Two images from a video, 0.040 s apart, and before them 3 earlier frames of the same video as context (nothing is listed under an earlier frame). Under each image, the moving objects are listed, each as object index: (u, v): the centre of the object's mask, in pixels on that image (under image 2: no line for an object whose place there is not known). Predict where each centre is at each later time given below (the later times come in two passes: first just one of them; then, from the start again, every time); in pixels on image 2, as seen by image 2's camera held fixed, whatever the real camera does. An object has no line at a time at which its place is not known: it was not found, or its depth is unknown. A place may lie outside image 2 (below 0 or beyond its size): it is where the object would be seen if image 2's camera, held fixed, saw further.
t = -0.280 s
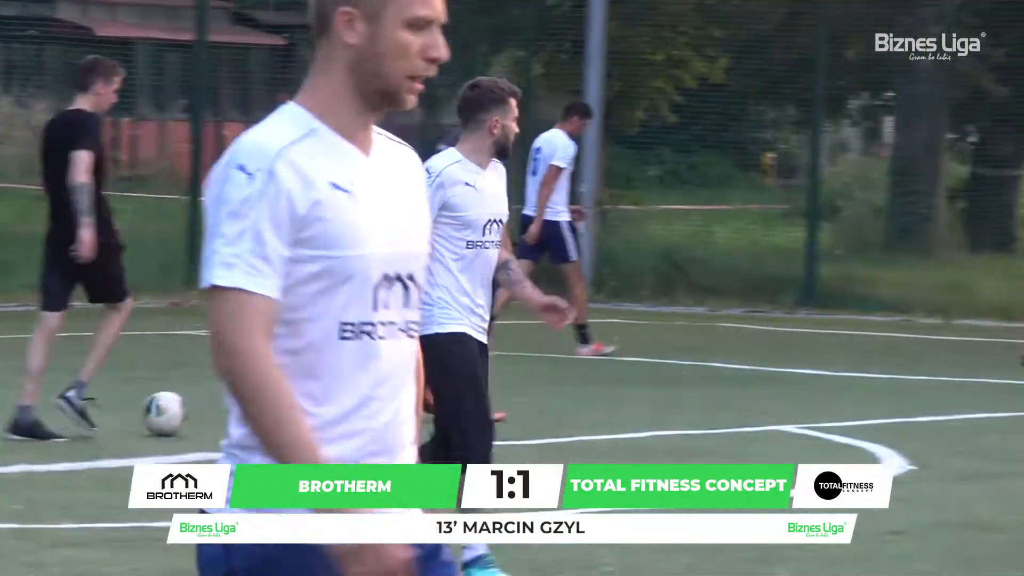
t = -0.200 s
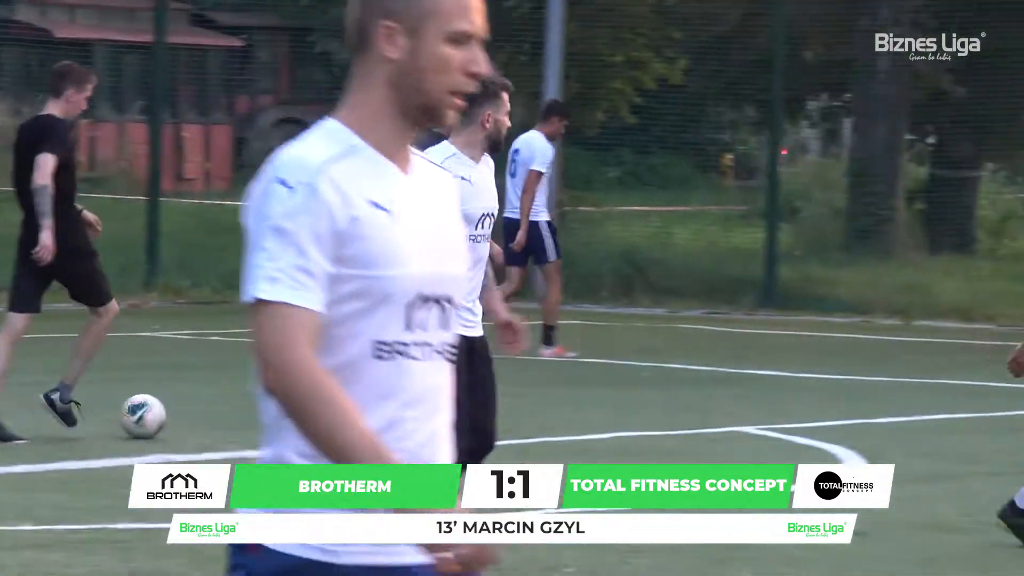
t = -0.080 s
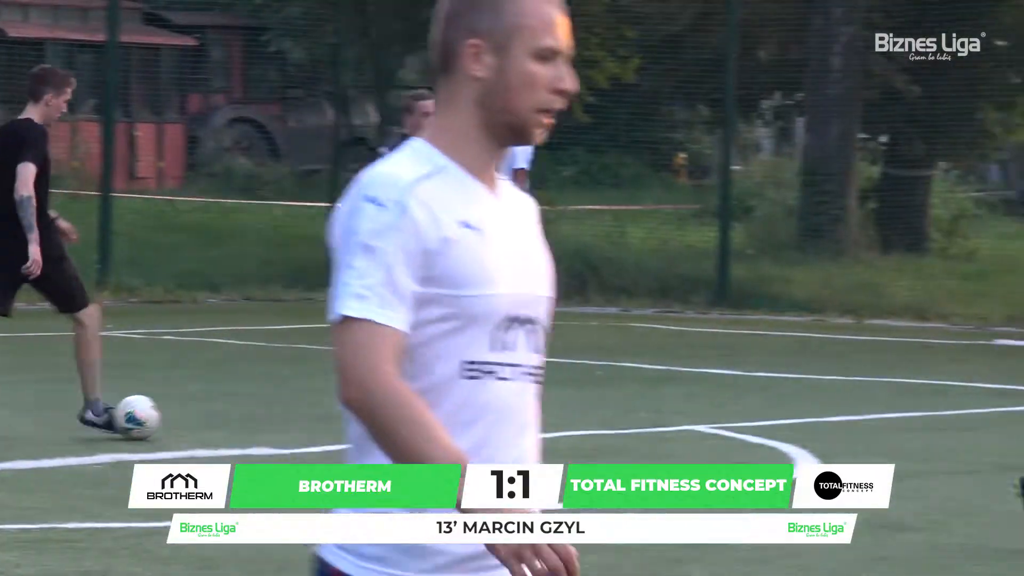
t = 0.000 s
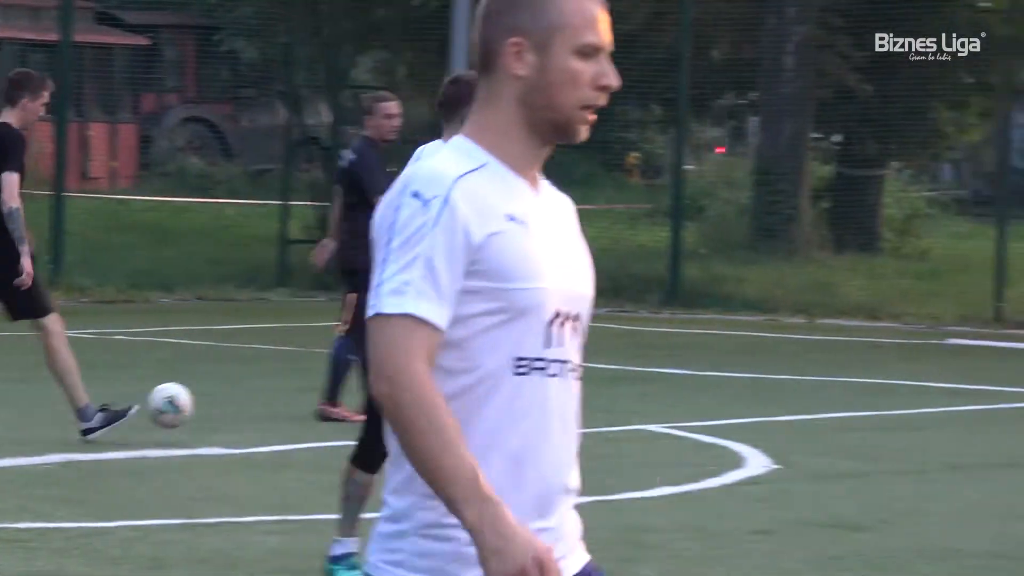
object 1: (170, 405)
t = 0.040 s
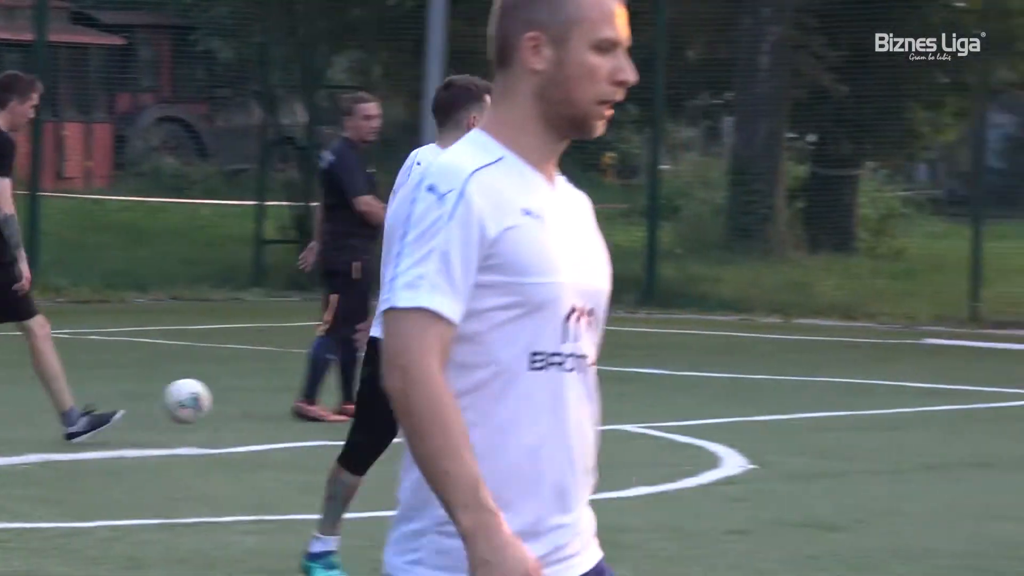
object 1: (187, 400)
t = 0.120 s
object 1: (268, 401)
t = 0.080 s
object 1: (229, 398)
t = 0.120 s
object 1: (268, 401)
